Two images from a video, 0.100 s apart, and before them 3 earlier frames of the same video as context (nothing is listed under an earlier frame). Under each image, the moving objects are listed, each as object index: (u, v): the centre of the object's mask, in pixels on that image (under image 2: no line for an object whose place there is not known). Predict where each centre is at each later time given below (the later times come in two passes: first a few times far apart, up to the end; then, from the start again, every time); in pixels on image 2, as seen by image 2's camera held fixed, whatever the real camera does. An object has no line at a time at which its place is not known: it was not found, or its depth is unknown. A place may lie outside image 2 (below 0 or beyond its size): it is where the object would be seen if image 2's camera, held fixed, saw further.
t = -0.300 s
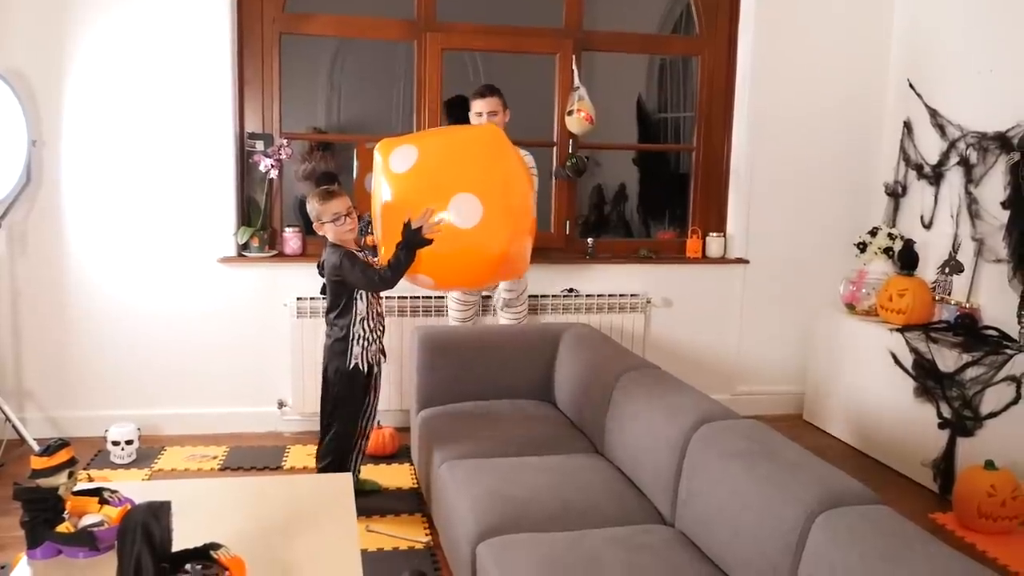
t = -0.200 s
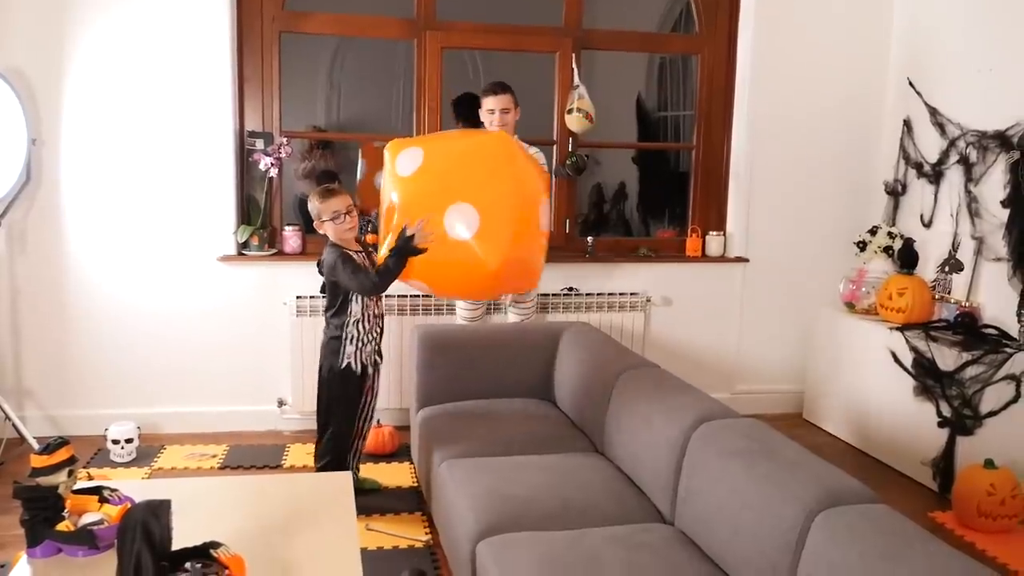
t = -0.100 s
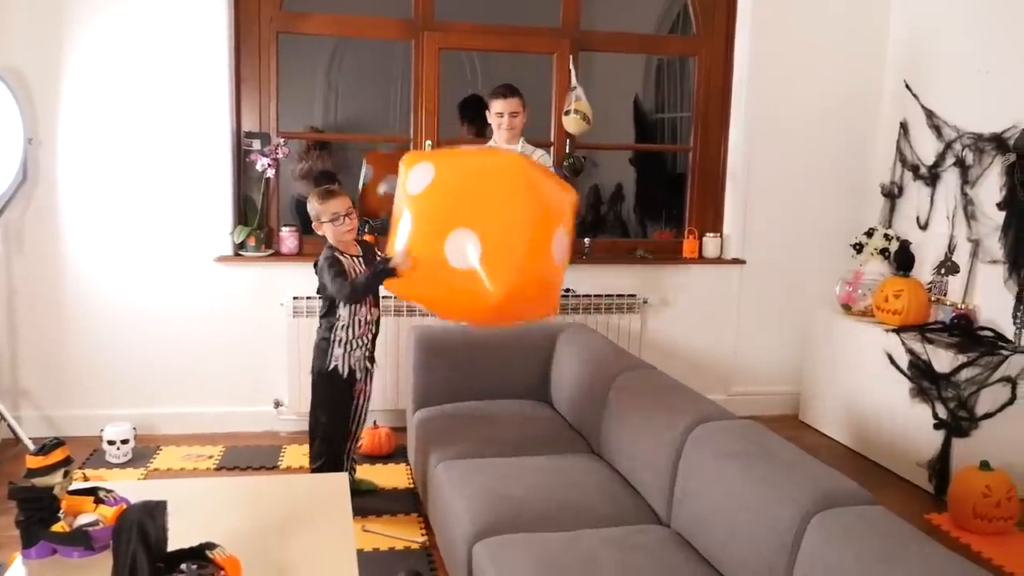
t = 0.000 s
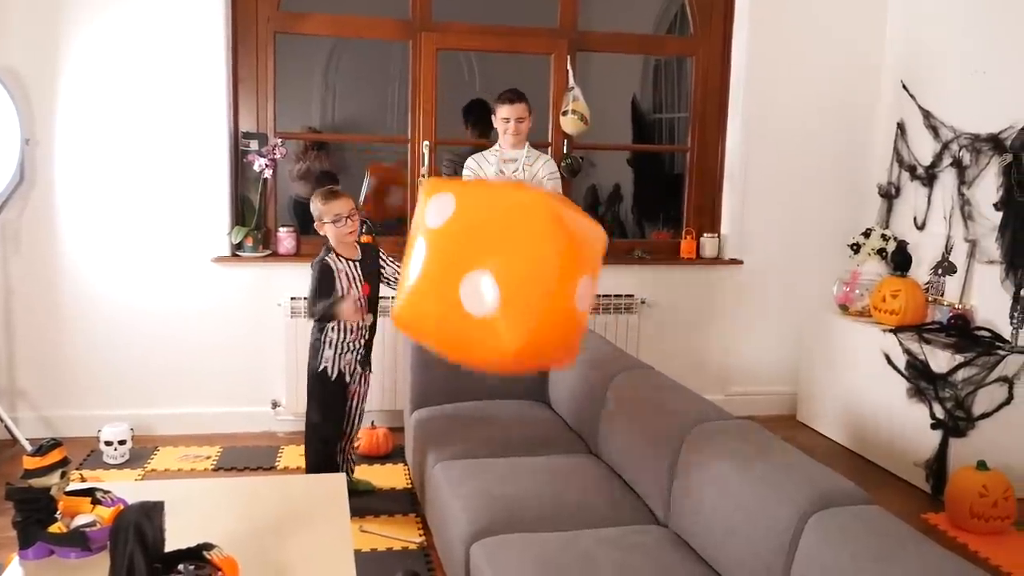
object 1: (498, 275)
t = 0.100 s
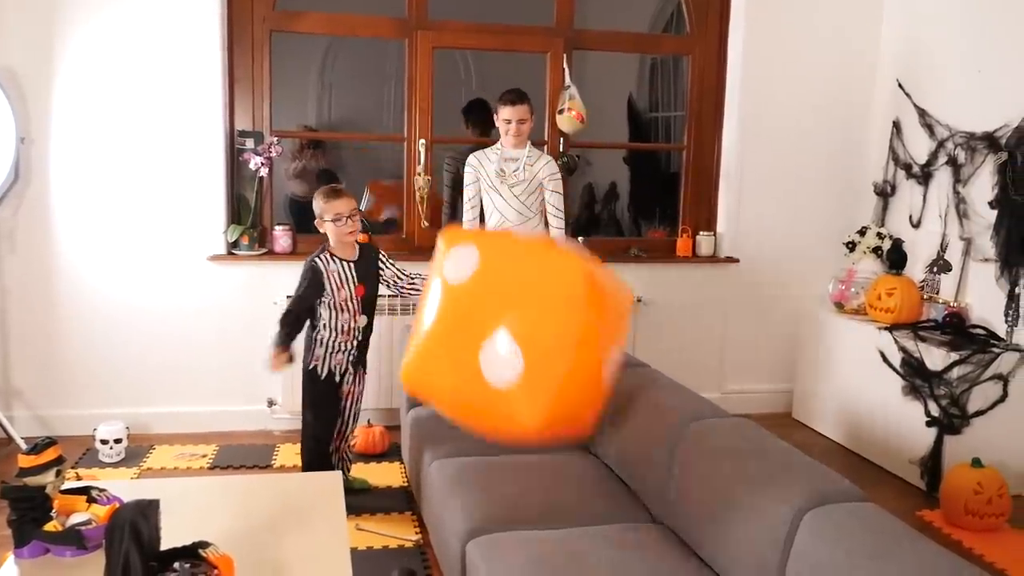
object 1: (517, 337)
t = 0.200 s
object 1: (540, 417)
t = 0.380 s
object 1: (568, 393)
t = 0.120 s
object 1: (521, 351)
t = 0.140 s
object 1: (526, 368)
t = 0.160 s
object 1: (531, 386)
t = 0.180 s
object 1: (535, 404)
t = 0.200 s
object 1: (540, 417)
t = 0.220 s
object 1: (543, 421)
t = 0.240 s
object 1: (546, 417)
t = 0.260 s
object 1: (549, 414)
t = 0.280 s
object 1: (552, 411)
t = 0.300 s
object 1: (555, 405)
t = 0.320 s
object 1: (558, 401)
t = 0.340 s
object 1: (561, 397)
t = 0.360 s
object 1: (565, 395)
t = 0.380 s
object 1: (568, 393)
